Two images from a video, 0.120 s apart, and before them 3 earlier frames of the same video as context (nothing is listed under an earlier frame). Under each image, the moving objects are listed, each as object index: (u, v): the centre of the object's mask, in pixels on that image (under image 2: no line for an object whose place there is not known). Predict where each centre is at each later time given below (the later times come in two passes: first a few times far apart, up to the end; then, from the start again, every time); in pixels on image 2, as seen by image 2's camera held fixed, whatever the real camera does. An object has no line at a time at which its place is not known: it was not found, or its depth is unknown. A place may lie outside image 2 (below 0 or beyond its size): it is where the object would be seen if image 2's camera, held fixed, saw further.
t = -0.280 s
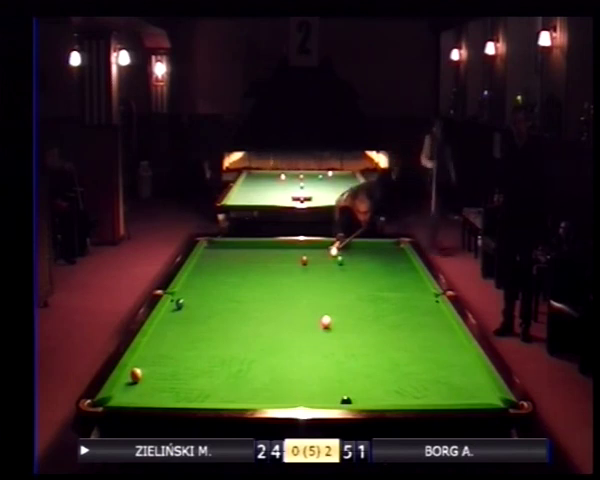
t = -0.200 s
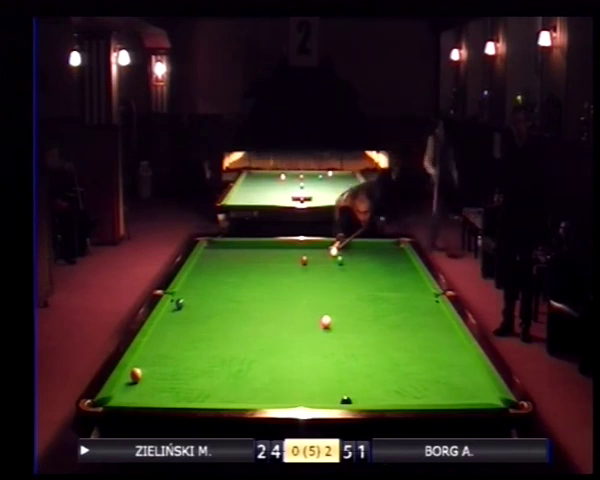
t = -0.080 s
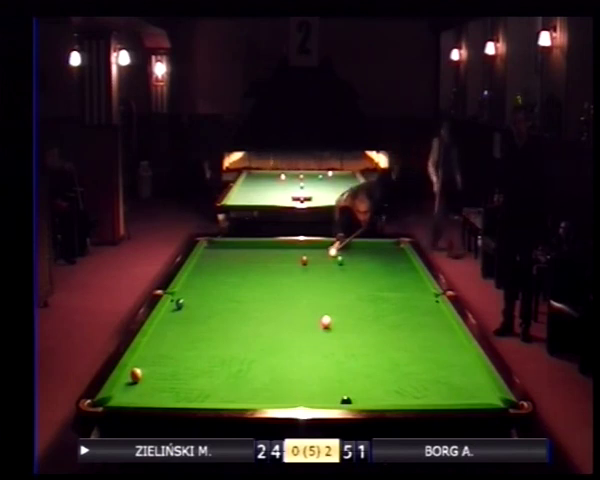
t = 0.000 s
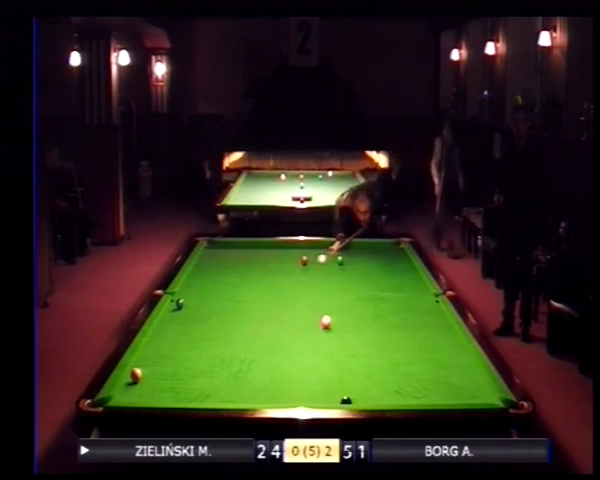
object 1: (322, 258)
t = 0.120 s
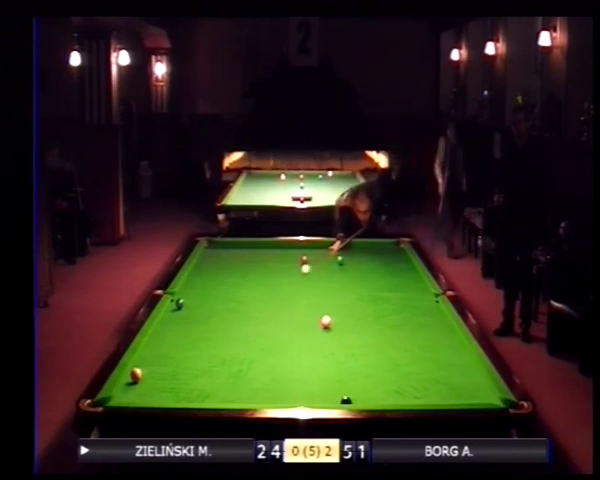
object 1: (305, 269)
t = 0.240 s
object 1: (289, 280)
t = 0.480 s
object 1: (249, 304)
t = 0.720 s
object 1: (199, 334)
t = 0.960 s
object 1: (139, 368)
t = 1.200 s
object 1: (149, 374)
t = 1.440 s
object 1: (161, 383)
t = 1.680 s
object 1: (174, 392)
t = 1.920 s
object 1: (187, 398)
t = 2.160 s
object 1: (201, 397)
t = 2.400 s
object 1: (214, 394)
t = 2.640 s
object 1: (225, 389)
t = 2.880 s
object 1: (237, 385)
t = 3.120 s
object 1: (247, 380)
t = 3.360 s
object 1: (256, 377)
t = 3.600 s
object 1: (264, 373)
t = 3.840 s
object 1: (271, 371)
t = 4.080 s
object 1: (277, 368)
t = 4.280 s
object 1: (281, 367)
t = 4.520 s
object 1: (286, 365)
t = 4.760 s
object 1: (290, 363)
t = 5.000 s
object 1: (294, 362)
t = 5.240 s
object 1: (297, 361)
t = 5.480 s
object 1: (299, 360)
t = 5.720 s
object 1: (300, 359)
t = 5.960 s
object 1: (298, 359)
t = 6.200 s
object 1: (294, 359)
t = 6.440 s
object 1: (291, 359)
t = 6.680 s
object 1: (288, 359)
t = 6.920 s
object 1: (287, 359)
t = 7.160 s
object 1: (287, 359)
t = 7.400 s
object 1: (286, 359)
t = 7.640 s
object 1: (286, 359)
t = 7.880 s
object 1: (286, 359)
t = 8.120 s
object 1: (286, 359)
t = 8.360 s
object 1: (286, 359)
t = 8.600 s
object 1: (286, 359)
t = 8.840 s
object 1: (286, 359)
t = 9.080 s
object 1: (286, 359)
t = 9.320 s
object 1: (286, 359)
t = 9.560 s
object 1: (286, 359)
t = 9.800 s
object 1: (286, 359)
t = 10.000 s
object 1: (286, 359)
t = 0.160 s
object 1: (300, 273)
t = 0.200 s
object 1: (294, 276)
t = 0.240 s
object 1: (289, 280)
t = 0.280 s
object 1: (282, 283)
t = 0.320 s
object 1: (276, 287)
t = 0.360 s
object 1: (270, 291)
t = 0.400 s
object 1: (263, 295)
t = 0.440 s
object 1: (256, 299)
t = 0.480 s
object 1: (249, 304)
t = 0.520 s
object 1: (242, 309)
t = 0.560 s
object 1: (234, 314)
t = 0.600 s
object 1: (226, 318)
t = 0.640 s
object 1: (218, 323)
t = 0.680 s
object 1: (209, 328)
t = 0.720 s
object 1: (199, 334)
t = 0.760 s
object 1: (190, 340)
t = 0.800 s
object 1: (180, 346)
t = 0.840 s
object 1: (169, 353)
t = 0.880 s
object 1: (159, 359)
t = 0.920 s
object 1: (147, 366)
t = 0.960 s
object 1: (139, 368)
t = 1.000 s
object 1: (133, 371)
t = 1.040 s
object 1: (136, 371)
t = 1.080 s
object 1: (140, 371)
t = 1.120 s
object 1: (144, 372)
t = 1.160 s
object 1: (147, 372)
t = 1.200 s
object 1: (149, 374)
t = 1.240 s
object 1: (151, 376)
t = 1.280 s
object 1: (153, 377)
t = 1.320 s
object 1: (155, 378)
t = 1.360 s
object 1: (158, 379)
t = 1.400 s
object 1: (159, 381)
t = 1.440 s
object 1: (161, 383)
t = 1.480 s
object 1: (163, 385)
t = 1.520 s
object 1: (165, 386)
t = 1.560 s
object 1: (167, 388)
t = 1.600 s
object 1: (169, 389)
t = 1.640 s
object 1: (171, 390)
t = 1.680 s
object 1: (174, 392)
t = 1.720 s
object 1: (176, 393)
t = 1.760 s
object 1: (178, 394)
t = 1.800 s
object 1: (180, 395)
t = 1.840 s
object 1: (182, 396)
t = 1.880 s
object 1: (185, 396)
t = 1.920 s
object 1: (187, 398)
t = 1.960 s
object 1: (189, 398)
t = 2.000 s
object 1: (191, 399)
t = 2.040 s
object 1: (194, 398)
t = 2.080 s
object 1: (196, 398)
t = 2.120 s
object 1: (198, 397)
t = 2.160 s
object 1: (201, 397)
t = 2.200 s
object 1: (203, 396)
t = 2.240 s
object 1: (205, 396)
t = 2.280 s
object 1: (207, 396)
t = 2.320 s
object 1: (210, 395)
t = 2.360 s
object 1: (212, 394)
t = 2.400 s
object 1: (214, 394)
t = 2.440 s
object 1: (216, 393)
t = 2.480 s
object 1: (218, 393)
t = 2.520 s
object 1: (220, 392)
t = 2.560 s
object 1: (222, 391)
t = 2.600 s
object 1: (224, 390)
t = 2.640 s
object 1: (225, 389)
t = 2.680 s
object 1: (227, 388)
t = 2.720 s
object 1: (229, 388)
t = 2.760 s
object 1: (231, 387)
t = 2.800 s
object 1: (233, 386)
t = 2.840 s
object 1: (235, 386)
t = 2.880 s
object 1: (237, 385)
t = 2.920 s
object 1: (238, 384)
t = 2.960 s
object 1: (240, 383)
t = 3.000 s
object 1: (242, 383)
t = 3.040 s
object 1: (243, 382)
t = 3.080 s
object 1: (245, 382)
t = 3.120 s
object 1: (247, 380)
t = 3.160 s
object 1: (248, 380)
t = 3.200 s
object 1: (250, 379)
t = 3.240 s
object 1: (251, 379)
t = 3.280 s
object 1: (253, 378)
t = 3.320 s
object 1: (254, 378)
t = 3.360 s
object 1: (256, 377)
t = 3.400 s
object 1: (257, 376)
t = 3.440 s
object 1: (258, 376)
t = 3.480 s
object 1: (260, 375)
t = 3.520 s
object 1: (261, 375)
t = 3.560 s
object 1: (262, 374)
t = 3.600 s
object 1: (264, 373)
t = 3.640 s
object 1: (265, 373)
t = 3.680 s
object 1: (266, 373)
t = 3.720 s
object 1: (267, 372)
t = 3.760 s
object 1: (269, 372)
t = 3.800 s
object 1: (269, 371)
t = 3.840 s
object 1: (271, 371)
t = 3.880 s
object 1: (272, 370)
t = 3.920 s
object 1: (273, 370)
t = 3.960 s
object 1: (274, 369)
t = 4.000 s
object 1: (275, 369)
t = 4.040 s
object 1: (276, 369)
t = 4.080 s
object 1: (277, 368)
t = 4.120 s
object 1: (277, 368)
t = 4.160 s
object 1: (278, 368)
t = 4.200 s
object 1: (280, 367)
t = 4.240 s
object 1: (281, 367)
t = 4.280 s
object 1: (281, 367)
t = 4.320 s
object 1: (282, 366)
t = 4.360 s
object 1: (283, 366)
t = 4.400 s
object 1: (284, 365)
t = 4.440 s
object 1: (285, 365)
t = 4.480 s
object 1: (285, 365)
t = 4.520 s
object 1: (286, 365)
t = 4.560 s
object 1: (287, 365)
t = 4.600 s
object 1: (288, 364)
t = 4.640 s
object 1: (288, 364)
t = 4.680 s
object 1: (289, 364)
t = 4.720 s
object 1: (290, 364)
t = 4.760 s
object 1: (290, 363)
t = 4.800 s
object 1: (291, 363)
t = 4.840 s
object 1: (291, 362)
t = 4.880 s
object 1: (292, 362)
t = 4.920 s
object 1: (292, 362)
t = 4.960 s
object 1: (293, 362)
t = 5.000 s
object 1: (294, 362)
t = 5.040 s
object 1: (294, 361)
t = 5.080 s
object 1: (295, 361)
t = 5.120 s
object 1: (295, 361)
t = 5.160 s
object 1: (296, 361)
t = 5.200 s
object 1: (296, 361)
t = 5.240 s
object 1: (297, 361)
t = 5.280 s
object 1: (297, 360)
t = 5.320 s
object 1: (297, 360)
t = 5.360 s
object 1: (298, 360)
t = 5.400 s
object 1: (298, 360)
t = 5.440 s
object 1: (298, 360)
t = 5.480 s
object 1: (299, 360)
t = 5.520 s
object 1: (299, 360)
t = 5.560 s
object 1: (299, 359)
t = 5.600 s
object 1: (300, 359)
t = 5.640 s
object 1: (299, 359)
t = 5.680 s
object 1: (300, 359)
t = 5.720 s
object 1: (300, 359)
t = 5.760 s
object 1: (300, 359)
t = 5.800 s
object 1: (300, 359)
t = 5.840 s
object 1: (300, 359)
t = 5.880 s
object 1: (299, 359)
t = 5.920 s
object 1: (299, 359)
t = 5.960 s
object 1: (298, 359)
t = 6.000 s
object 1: (297, 359)
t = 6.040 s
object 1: (297, 359)
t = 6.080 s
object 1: (296, 359)
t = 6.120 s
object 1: (295, 359)
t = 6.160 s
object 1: (295, 359)
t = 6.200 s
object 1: (294, 359)
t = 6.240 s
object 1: (294, 359)
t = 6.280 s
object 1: (293, 359)
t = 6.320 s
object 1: (292, 359)
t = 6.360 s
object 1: (292, 359)
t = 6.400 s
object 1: (291, 359)
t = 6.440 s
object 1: (291, 359)
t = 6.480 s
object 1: (290, 359)
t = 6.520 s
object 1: (290, 359)
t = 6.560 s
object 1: (290, 359)
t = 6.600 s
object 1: (289, 359)
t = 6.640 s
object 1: (289, 359)
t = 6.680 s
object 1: (288, 359)
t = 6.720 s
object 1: (288, 359)
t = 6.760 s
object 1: (288, 359)
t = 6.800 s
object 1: (287, 359)
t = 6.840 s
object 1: (287, 359)
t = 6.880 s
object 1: (287, 359)
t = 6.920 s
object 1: (287, 359)
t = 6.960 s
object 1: (287, 359)
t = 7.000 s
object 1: (287, 359)
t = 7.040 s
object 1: (287, 359)
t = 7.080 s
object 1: (287, 359)
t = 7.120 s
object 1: (287, 359)
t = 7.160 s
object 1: (287, 359)
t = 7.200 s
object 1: (286, 359)
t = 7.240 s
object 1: (286, 359)
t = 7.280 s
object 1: (286, 359)
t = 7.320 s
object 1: (286, 359)
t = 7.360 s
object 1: (286, 359)
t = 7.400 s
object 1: (286, 359)
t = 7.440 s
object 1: (286, 359)
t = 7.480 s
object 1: (286, 359)
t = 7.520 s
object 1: (286, 359)
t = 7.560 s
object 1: (286, 359)
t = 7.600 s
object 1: (286, 359)
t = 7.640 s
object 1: (286, 359)
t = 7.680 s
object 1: (286, 359)
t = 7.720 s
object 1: (286, 359)
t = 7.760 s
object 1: (286, 359)
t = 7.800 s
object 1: (286, 359)
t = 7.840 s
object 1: (286, 359)
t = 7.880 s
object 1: (286, 359)
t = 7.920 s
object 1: (286, 359)
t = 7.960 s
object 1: (286, 359)
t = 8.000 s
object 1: (286, 359)
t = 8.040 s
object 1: (286, 359)
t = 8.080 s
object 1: (286, 359)
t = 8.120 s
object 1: (286, 359)
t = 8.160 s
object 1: (286, 359)
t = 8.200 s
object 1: (286, 359)
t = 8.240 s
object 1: (286, 359)
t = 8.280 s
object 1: (286, 359)
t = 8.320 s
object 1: (286, 359)
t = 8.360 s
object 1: (286, 359)
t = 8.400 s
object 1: (286, 359)
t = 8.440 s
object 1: (286, 359)
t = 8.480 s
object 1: (286, 359)
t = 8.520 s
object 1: (286, 359)
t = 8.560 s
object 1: (286, 359)
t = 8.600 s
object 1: (286, 359)
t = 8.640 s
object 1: (286, 359)
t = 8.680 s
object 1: (286, 359)
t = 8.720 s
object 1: (286, 359)
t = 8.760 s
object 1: (286, 359)
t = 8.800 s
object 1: (286, 359)
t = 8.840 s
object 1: (286, 359)
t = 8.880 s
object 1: (286, 359)
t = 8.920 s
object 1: (286, 359)
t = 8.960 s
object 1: (286, 359)
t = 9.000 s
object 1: (286, 359)
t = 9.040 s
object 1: (286, 359)
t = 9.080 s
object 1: (286, 359)
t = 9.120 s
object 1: (286, 359)
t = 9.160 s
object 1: (286, 359)
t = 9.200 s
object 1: (286, 359)
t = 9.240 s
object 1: (286, 359)
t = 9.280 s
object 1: (286, 359)
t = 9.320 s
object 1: (286, 359)
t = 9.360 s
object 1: (286, 359)
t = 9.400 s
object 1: (286, 359)
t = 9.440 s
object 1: (286, 359)
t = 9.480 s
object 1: (286, 359)
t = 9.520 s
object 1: (286, 359)
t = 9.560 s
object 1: (286, 359)
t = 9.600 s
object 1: (286, 359)
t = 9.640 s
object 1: (286, 359)
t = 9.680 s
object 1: (286, 359)
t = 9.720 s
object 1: (286, 359)
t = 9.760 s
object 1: (286, 359)
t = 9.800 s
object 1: (286, 359)
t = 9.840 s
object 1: (286, 359)
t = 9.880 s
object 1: (286, 359)
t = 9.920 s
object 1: (286, 359)
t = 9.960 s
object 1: (286, 359)
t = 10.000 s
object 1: (286, 359)
